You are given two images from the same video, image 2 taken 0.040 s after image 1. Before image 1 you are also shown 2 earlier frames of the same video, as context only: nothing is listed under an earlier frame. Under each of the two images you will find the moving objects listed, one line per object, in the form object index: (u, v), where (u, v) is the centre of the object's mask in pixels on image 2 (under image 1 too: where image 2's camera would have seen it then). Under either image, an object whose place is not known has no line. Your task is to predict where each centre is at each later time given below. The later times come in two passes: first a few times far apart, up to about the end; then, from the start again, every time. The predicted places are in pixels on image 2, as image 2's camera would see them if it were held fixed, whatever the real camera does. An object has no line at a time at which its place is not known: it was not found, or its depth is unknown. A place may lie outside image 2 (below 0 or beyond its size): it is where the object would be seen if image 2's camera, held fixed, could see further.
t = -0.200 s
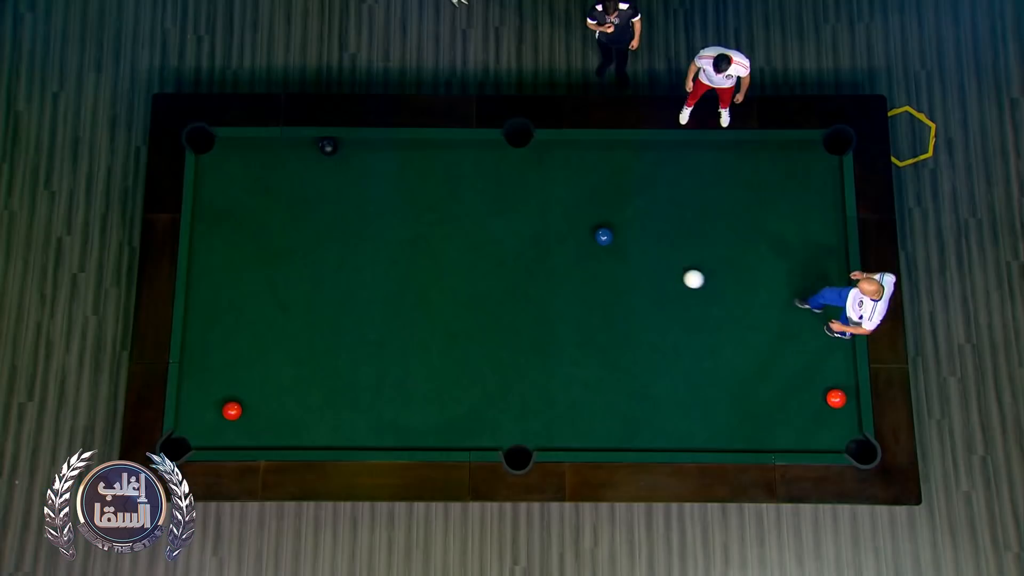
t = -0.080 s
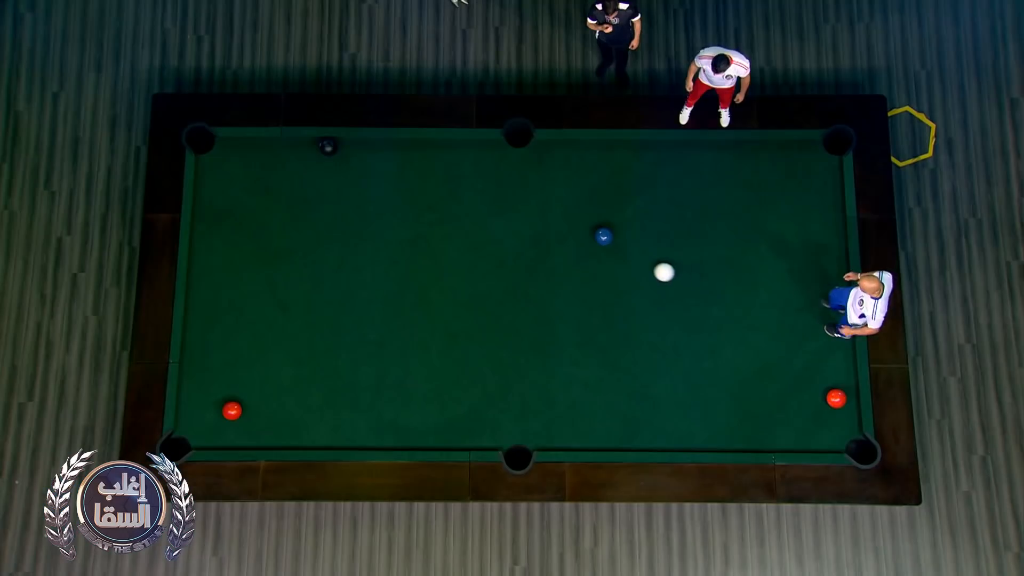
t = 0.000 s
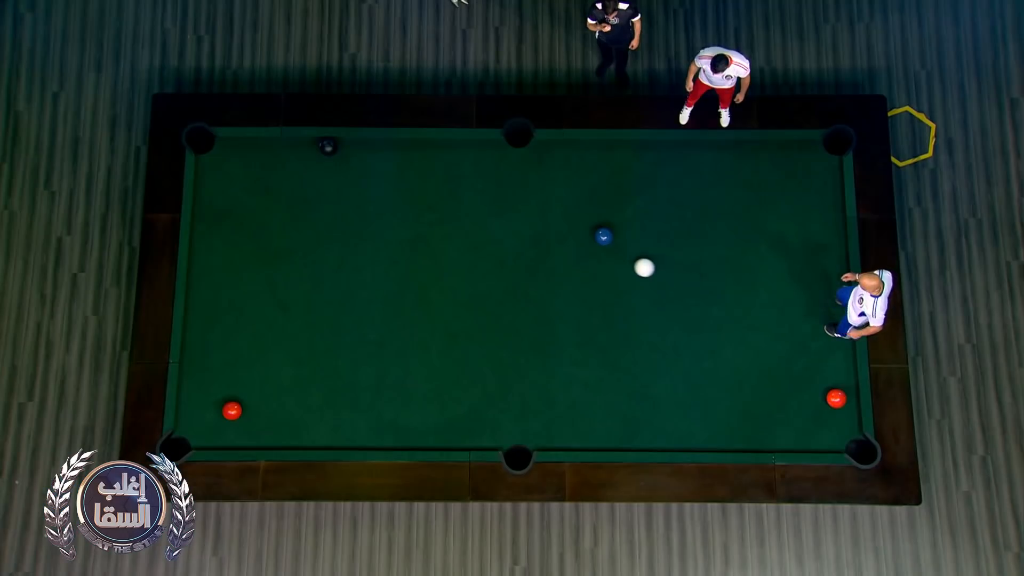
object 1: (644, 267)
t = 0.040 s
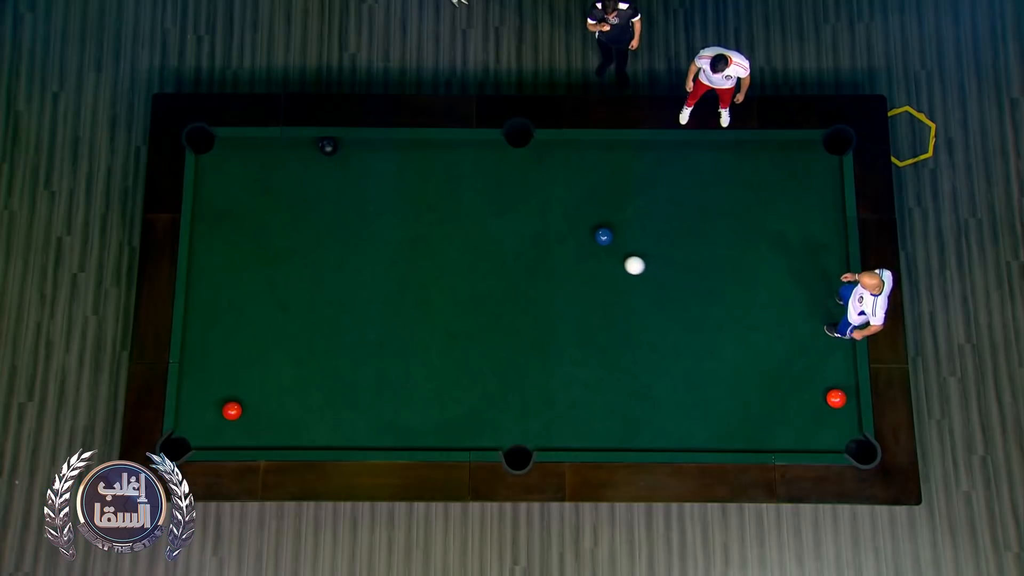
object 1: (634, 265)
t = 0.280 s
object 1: (577, 252)
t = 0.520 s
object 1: (521, 238)
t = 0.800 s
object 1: (458, 221)
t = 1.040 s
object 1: (405, 206)
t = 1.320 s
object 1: (346, 189)
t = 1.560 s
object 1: (297, 174)
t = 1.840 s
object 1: (241, 155)
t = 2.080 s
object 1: (195, 140)
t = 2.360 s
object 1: (197, 141)
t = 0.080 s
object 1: (625, 263)
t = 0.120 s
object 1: (615, 261)
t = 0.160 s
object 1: (606, 258)
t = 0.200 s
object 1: (596, 256)
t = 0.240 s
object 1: (586, 254)
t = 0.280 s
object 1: (577, 252)
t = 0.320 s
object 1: (567, 249)
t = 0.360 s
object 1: (558, 247)
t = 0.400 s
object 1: (549, 245)
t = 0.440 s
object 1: (539, 242)
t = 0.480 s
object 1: (530, 240)
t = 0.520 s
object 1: (521, 238)
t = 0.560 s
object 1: (512, 235)
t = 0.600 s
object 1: (503, 233)
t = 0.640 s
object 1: (494, 230)
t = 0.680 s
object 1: (484, 228)
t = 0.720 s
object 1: (475, 226)
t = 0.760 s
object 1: (467, 223)
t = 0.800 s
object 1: (458, 221)
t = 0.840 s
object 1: (449, 218)
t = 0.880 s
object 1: (440, 216)
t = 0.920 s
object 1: (431, 213)
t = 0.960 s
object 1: (422, 211)
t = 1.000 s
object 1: (414, 209)
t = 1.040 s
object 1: (405, 206)
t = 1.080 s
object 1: (397, 204)
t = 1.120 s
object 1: (388, 201)
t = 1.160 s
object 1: (379, 199)
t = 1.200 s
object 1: (371, 196)
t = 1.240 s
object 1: (362, 194)
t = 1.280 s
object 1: (354, 191)
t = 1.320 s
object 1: (346, 189)
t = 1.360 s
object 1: (338, 186)
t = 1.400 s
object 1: (329, 184)
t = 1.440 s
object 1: (321, 181)
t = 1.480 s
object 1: (313, 179)
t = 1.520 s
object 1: (305, 176)
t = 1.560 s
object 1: (297, 174)
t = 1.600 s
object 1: (289, 171)
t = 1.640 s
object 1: (280, 168)
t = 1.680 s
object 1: (272, 166)
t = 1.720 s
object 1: (264, 163)
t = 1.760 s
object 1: (256, 161)
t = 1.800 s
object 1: (248, 158)
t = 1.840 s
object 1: (241, 155)
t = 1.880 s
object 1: (233, 153)
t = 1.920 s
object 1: (225, 150)
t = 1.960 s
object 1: (217, 147)
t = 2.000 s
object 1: (210, 145)
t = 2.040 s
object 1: (202, 142)
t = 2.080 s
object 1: (195, 140)
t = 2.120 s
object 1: (198, 136)
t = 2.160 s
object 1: (200, 137)
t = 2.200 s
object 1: (203, 141)
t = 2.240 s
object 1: (204, 144)
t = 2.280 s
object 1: (200, 143)
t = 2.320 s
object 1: (197, 142)
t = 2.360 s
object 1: (197, 141)
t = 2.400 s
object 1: (198, 139)
